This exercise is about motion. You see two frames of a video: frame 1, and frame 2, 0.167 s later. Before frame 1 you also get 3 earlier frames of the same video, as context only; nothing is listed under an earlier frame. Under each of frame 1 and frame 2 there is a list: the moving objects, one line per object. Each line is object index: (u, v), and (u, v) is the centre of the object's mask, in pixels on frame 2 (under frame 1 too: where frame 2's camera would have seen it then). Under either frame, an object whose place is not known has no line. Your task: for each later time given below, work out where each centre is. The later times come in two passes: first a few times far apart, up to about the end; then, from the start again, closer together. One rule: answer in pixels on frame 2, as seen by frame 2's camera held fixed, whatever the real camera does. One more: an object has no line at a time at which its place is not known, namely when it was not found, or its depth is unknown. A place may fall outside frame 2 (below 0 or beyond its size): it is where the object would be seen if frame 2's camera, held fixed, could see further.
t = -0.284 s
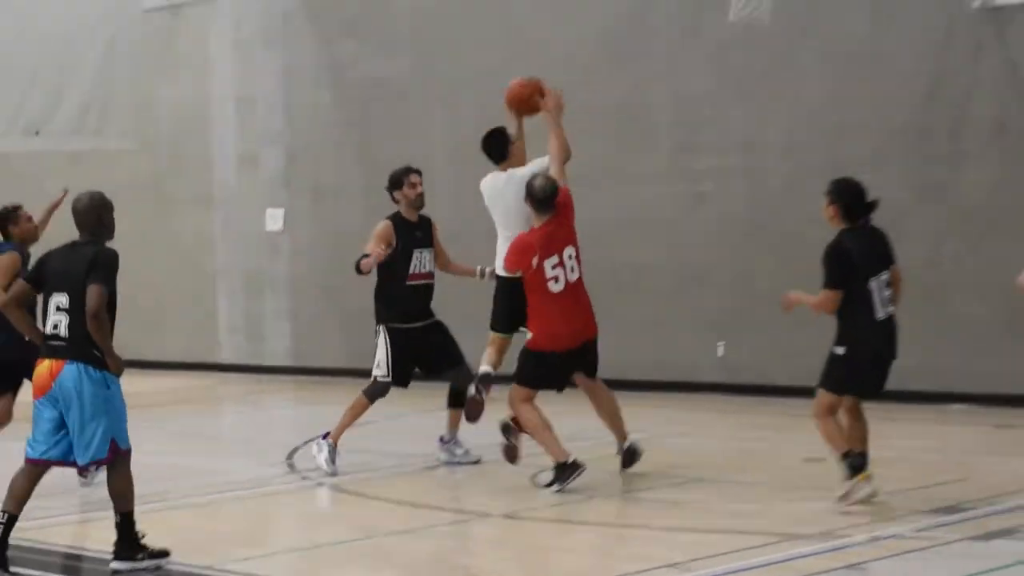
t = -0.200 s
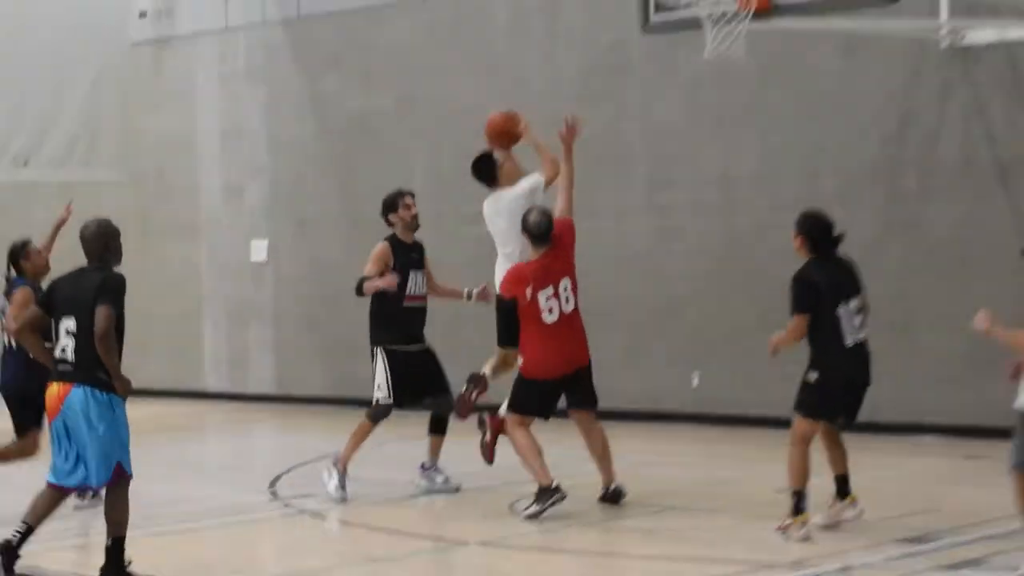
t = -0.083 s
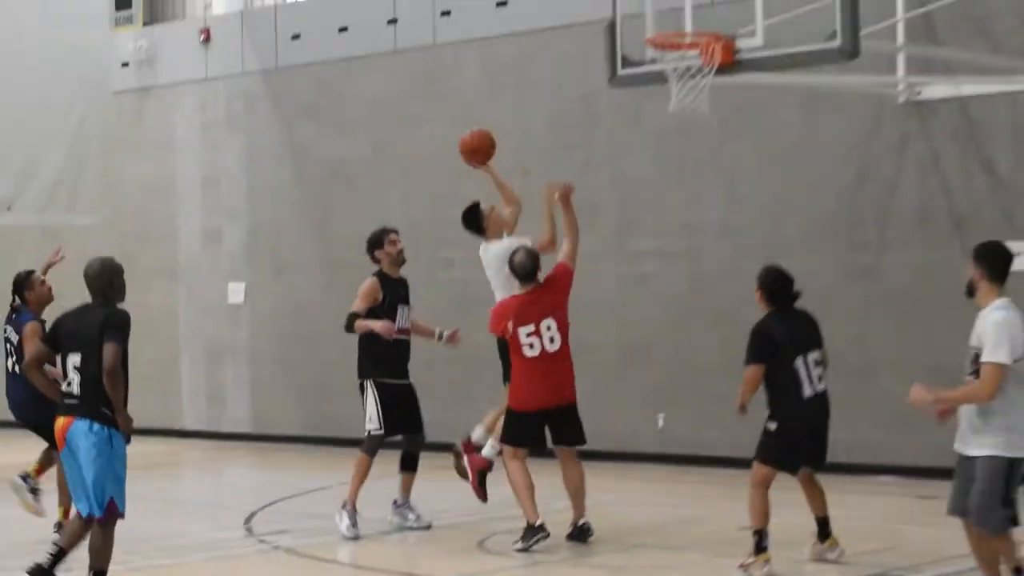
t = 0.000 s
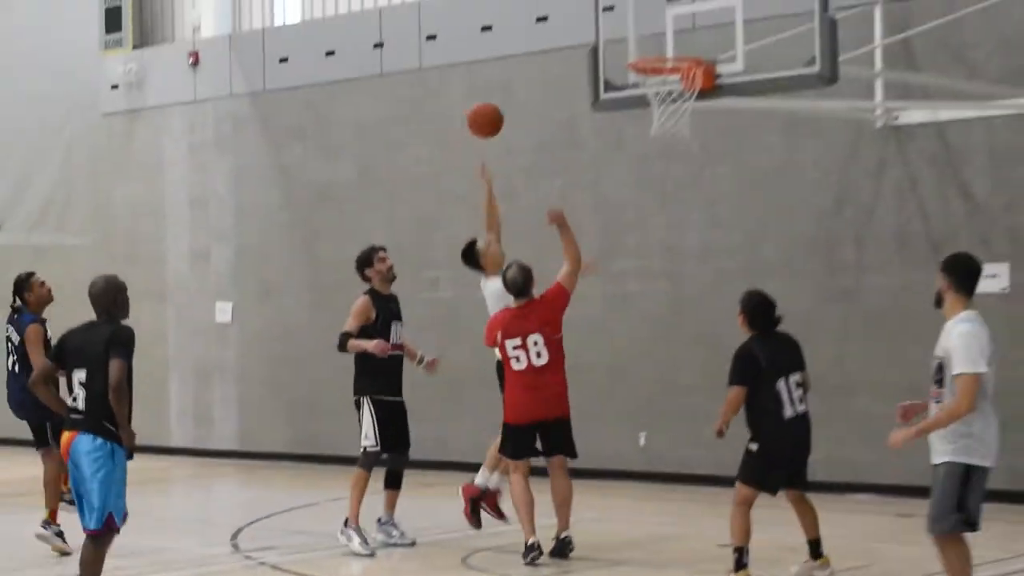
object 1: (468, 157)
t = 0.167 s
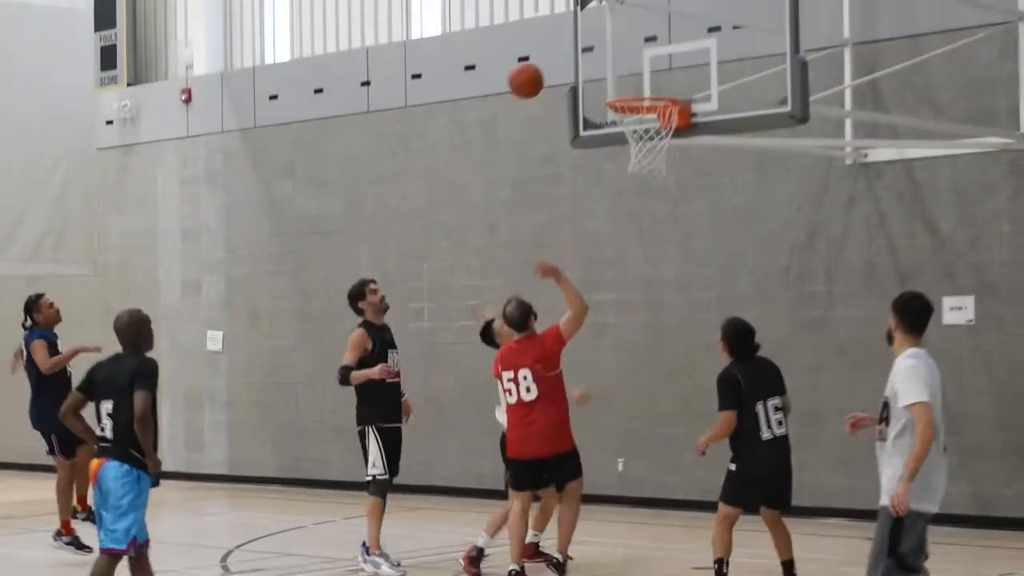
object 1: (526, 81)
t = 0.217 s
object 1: (543, 66)
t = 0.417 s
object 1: (614, 43)
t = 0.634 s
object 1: (662, 76)
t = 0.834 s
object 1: (633, 125)
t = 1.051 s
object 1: (616, 135)
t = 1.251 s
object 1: (635, 182)
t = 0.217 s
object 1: (543, 66)
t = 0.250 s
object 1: (555, 58)
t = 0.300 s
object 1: (573, 50)
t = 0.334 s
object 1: (584, 46)
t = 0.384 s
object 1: (602, 43)
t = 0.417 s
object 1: (614, 43)
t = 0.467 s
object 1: (632, 47)
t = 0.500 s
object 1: (644, 52)
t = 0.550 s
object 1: (661, 62)
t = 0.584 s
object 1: (662, 66)
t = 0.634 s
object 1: (662, 76)
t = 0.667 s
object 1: (663, 83)
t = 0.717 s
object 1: (659, 89)
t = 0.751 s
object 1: (652, 97)
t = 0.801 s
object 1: (642, 121)
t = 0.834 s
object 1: (633, 125)
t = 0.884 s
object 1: (624, 128)
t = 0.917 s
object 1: (620, 128)
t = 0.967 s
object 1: (616, 129)
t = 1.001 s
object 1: (615, 131)
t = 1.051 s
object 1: (616, 135)
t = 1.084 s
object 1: (617, 139)
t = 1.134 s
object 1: (621, 147)
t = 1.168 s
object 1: (624, 153)
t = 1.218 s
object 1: (631, 167)
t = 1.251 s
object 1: (635, 182)
